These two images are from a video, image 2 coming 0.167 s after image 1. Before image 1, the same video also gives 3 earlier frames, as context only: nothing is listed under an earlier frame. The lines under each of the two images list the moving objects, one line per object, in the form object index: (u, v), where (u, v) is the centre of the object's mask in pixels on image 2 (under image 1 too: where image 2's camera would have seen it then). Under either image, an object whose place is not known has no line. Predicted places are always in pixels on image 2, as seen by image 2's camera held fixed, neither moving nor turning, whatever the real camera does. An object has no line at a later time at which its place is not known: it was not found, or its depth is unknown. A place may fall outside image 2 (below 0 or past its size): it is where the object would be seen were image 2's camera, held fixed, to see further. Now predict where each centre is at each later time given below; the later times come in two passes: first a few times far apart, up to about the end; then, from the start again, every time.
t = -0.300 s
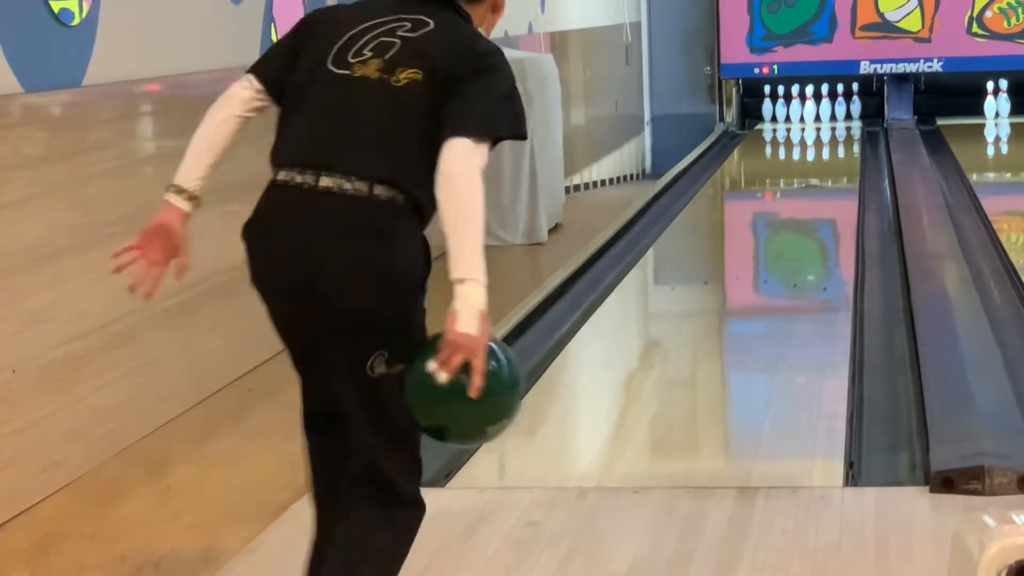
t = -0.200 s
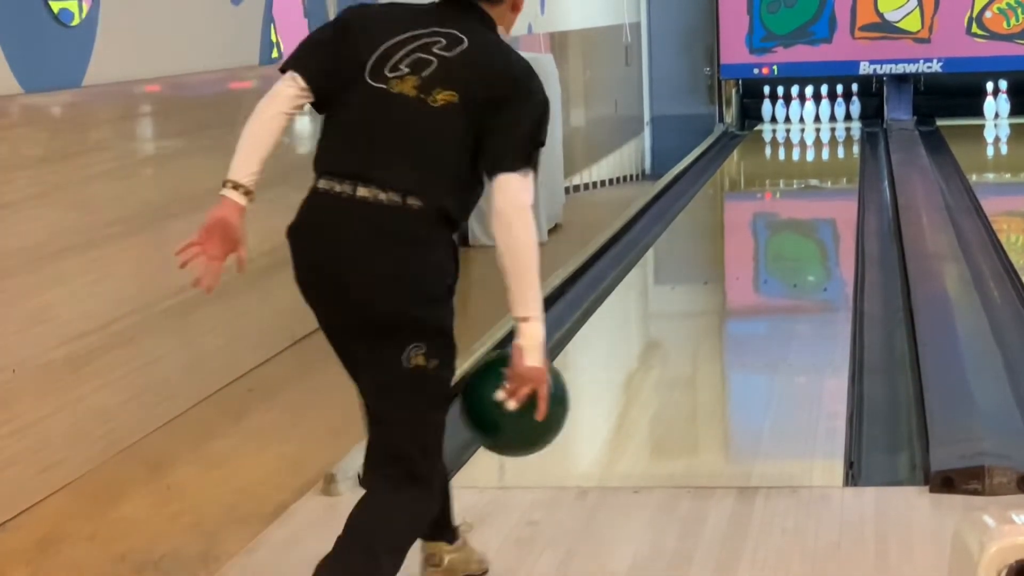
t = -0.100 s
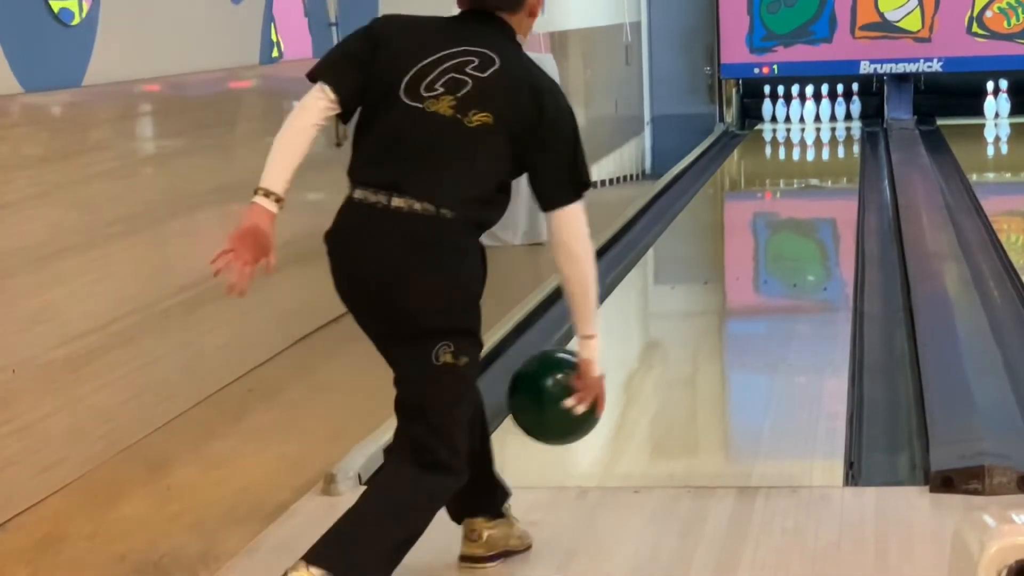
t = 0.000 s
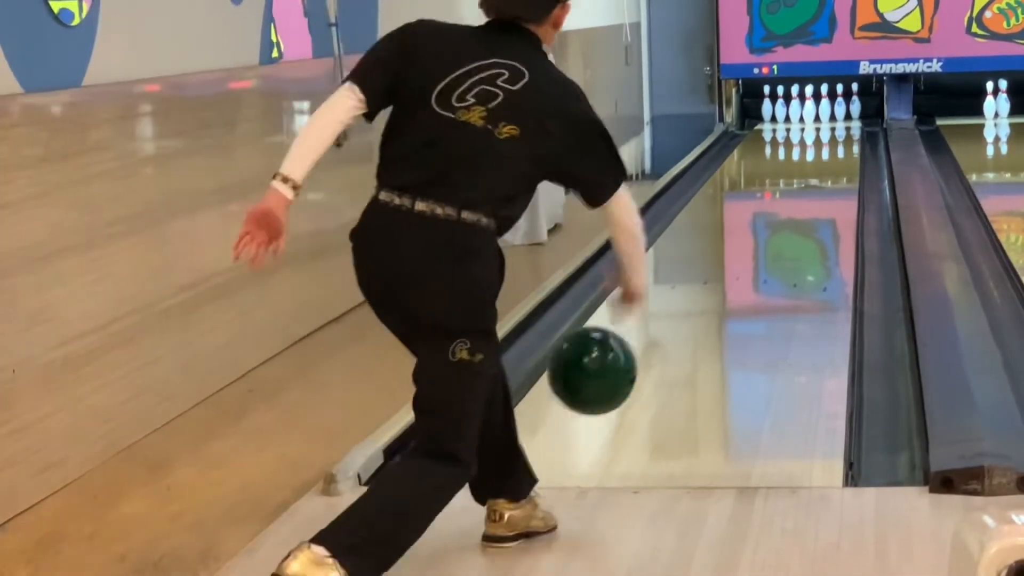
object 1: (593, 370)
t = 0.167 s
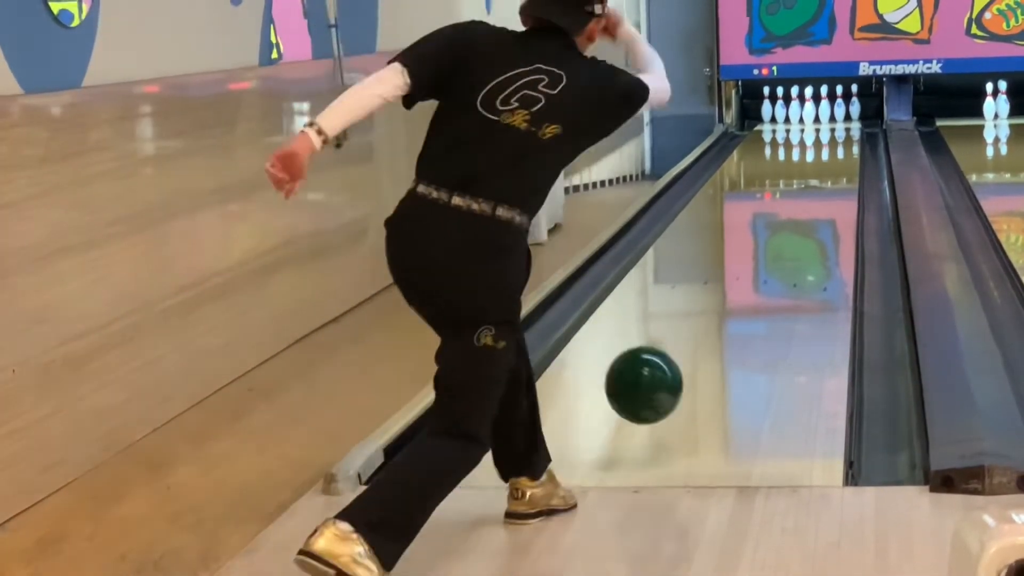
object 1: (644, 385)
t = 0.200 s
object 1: (653, 399)
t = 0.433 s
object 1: (701, 353)
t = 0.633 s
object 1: (731, 312)
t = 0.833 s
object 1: (754, 280)
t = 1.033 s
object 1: (772, 254)
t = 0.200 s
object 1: (653, 399)
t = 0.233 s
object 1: (661, 403)
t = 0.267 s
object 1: (669, 390)
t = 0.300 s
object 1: (676, 384)
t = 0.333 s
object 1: (682, 377)
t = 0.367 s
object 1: (689, 368)
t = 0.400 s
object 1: (695, 361)
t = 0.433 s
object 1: (701, 353)
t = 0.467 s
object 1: (706, 344)
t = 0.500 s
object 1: (711, 338)
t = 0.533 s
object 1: (717, 331)
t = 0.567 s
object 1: (722, 324)
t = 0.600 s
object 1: (726, 318)
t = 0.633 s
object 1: (731, 312)
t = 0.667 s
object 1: (735, 306)
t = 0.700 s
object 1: (739, 300)
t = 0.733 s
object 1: (743, 295)
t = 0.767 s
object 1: (747, 289)
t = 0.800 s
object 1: (750, 285)
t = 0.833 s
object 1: (754, 280)
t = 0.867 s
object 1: (758, 275)
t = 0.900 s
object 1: (760, 271)
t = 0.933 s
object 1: (764, 266)
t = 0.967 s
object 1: (767, 262)
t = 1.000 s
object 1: (769, 258)
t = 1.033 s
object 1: (772, 254)
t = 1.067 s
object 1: (775, 250)
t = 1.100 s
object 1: (778, 247)
